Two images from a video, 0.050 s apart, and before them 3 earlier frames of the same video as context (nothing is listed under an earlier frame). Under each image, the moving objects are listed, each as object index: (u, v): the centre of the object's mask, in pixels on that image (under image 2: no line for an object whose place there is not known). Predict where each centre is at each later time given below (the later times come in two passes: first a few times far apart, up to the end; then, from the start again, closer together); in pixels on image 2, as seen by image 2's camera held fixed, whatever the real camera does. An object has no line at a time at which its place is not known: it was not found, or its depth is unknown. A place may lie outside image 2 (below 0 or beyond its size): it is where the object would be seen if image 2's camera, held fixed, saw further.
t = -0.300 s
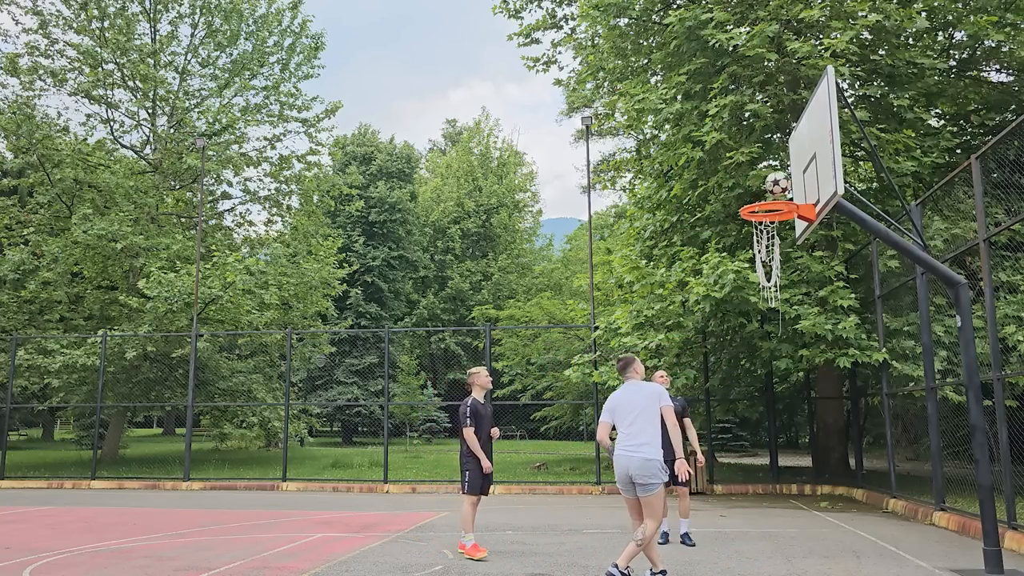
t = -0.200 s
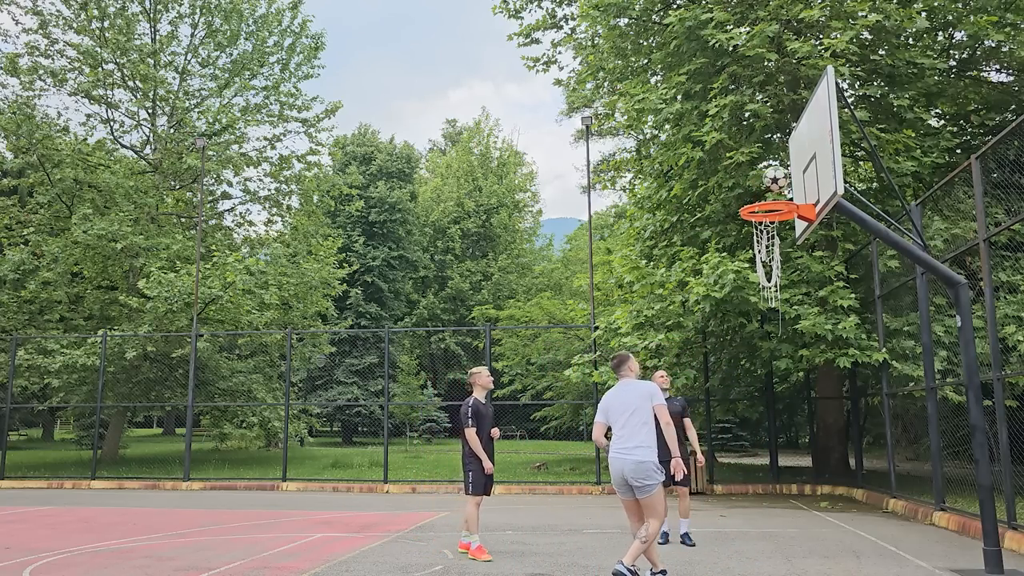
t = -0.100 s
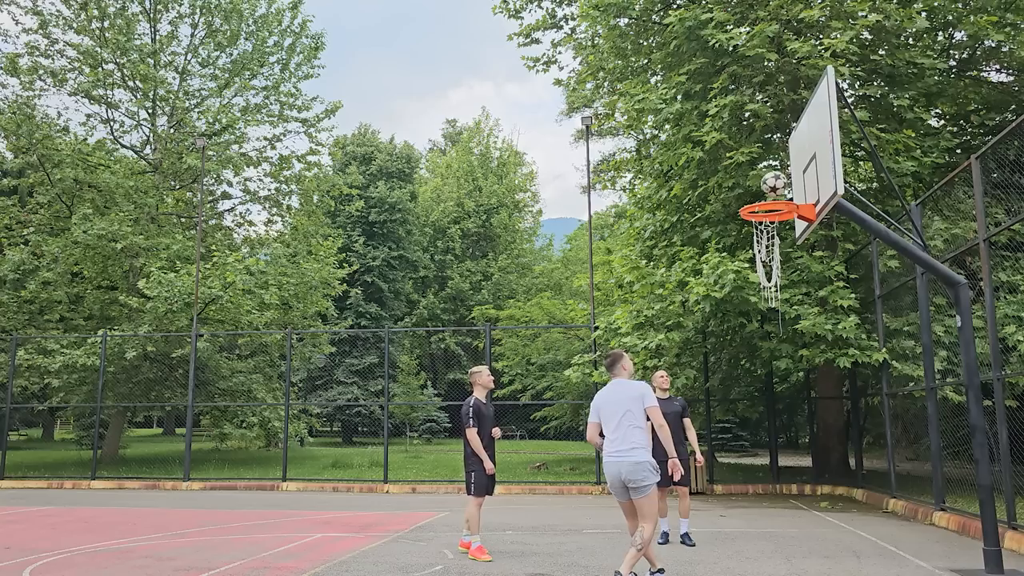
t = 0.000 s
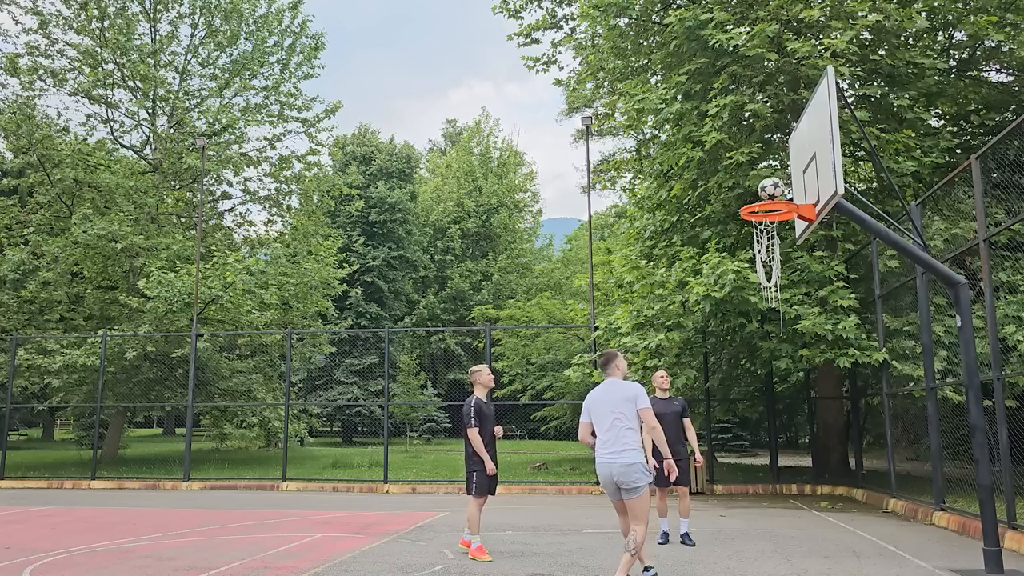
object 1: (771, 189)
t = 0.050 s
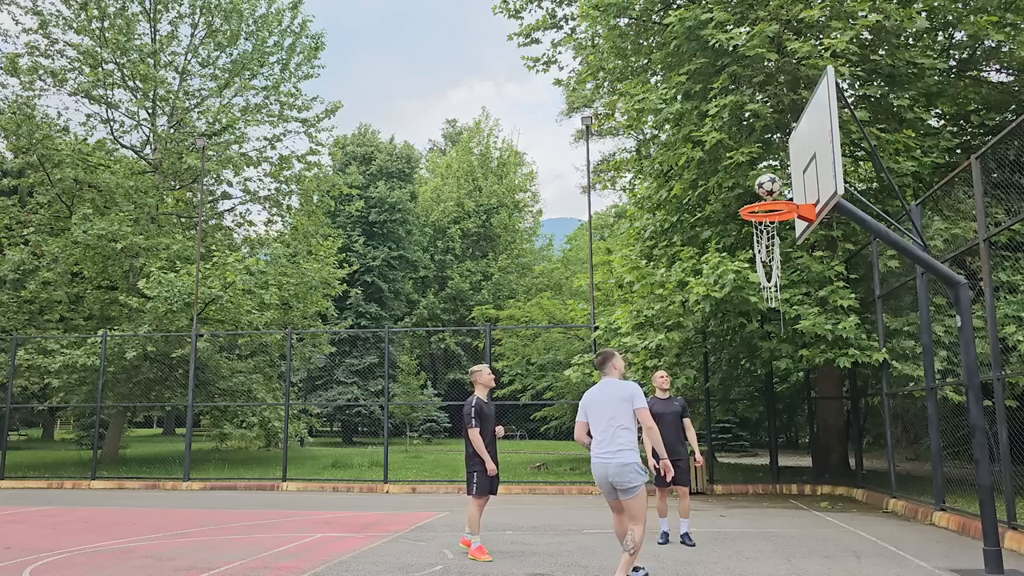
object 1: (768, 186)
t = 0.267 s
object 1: (755, 196)
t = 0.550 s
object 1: (788, 254)
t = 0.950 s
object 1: (858, 487)
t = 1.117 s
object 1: (880, 506)
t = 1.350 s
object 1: (898, 387)
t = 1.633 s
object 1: (927, 332)
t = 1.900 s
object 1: (965, 369)
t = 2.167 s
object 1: (1012, 503)
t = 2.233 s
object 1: (1019, 553)
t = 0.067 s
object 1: (767, 186)
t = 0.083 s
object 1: (766, 185)
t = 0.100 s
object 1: (765, 185)
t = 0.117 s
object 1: (764, 185)
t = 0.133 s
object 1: (763, 186)
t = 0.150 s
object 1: (762, 186)
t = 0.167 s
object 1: (761, 187)
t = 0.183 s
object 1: (760, 189)
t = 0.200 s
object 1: (759, 190)
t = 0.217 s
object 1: (758, 191)
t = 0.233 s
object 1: (757, 193)
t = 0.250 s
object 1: (756, 195)
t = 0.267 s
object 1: (755, 196)
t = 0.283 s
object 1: (754, 198)
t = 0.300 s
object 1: (753, 204)
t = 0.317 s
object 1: (754, 210)
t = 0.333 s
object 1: (756, 211)
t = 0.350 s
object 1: (760, 216)
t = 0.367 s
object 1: (761, 217)
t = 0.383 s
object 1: (763, 218)
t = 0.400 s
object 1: (765, 219)
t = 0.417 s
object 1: (768, 221)
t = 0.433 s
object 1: (771, 223)
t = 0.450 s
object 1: (772, 227)
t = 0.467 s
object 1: (774, 231)
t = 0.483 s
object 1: (777, 234)
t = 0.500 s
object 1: (780, 238)
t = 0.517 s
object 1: (783, 244)
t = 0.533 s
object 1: (785, 249)
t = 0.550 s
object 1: (788, 254)
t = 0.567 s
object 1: (791, 260)
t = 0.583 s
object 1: (793, 266)
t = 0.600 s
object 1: (795, 272)
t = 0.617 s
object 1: (798, 279)
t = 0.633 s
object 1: (801, 286)
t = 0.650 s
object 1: (804, 293)
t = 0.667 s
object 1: (806, 300)
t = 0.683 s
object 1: (809, 308)
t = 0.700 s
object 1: (812, 317)
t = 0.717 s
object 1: (815, 325)
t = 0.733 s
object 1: (818, 334)
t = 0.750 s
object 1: (821, 344)
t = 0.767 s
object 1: (823, 354)
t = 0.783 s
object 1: (826, 364)
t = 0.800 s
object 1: (829, 374)
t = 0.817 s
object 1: (833, 385)
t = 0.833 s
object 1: (836, 397)
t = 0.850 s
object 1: (839, 408)
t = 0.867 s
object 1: (842, 420)
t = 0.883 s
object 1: (845, 433)
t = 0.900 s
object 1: (848, 446)
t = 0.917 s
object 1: (851, 459)
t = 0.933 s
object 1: (855, 473)
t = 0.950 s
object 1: (858, 487)
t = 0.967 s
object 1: (861, 501)
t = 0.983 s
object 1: (864, 516)
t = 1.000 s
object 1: (868, 532)
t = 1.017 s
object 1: (871, 548)
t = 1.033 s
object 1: (875, 563)
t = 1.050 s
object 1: (876, 553)
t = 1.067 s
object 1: (877, 541)
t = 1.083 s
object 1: (878, 529)
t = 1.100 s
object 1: (879, 517)
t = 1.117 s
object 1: (880, 506)
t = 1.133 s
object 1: (881, 496)
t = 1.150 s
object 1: (882, 485)
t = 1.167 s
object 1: (883, 475)
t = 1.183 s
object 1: (884, 465)
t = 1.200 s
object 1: (885, 456)
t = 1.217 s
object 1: (887, 447)
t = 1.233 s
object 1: (888, 438)
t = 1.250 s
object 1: (889, 430)
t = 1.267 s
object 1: (891, 422)
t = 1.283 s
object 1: (892, 414)
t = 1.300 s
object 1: (893, 407)
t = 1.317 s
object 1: (895, 400)
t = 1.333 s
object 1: (896, 393)
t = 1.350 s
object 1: (898, 387)
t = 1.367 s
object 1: (899, 381)
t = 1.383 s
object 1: (901, 375)
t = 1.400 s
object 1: (902, 370)
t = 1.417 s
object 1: (904, 366)
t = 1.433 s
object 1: (905, 361)
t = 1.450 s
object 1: (907, 356)
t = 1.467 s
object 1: (909, 352)
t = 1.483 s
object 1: (911, 349)
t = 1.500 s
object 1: (912, 346)
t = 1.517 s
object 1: (914, 343)
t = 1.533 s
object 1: (916, 340)
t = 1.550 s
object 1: (918, 337)
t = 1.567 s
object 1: (920, 336)
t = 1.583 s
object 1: (921, 334)
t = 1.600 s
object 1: (923, 333)
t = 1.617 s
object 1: (925, 332)
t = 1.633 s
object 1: (927, 332)
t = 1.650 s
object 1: (929, 332)
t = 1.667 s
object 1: (931, 332)
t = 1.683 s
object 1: (933, 332)
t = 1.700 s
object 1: (936, 333)
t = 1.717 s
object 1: (938, 334)
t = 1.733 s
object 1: (940, 335)
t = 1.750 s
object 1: (942, 337)
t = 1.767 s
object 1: (945, 339)
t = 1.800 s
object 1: (950, 345)
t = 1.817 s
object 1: (952, 348)
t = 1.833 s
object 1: (954, 351)
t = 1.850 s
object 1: (957, 355)
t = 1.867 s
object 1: (959, 360)
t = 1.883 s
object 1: (962, 364)
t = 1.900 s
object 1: (965, 369)
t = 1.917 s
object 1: (967, 374)
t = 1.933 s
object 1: (970, 381)
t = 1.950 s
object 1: (973, 387)
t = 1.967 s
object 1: (976, 393)
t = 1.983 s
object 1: (979, 400)
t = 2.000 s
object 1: (982, 408)
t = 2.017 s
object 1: (985, 415)
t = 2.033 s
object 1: (988, 423)
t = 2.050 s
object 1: (991, 432)
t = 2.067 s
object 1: (994, 441)
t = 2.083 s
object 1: (997, 450)
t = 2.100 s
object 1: (1000, 460)
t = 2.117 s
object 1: (1004, 470)
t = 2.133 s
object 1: (1007, 481)
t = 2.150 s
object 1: (1010, 491)
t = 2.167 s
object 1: (1012, 503)
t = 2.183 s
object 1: (1014, 514)
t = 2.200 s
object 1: (1016, 526)
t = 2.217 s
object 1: (1018, 539)
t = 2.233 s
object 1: (1019, 553)
